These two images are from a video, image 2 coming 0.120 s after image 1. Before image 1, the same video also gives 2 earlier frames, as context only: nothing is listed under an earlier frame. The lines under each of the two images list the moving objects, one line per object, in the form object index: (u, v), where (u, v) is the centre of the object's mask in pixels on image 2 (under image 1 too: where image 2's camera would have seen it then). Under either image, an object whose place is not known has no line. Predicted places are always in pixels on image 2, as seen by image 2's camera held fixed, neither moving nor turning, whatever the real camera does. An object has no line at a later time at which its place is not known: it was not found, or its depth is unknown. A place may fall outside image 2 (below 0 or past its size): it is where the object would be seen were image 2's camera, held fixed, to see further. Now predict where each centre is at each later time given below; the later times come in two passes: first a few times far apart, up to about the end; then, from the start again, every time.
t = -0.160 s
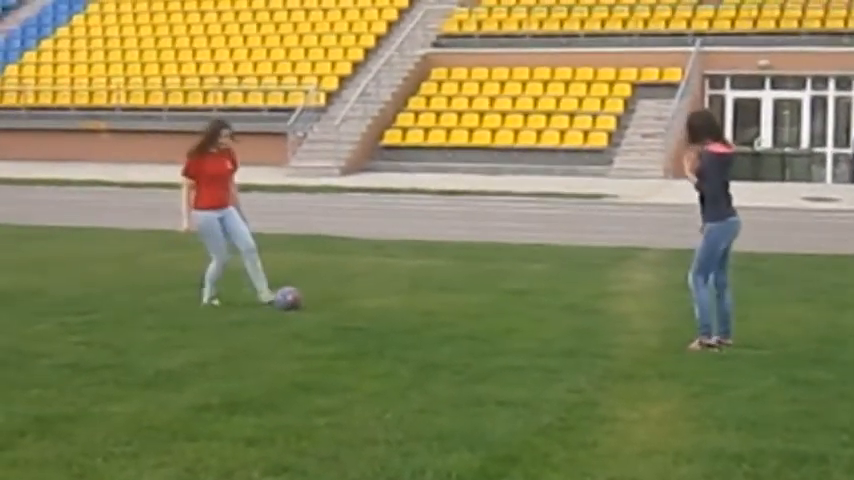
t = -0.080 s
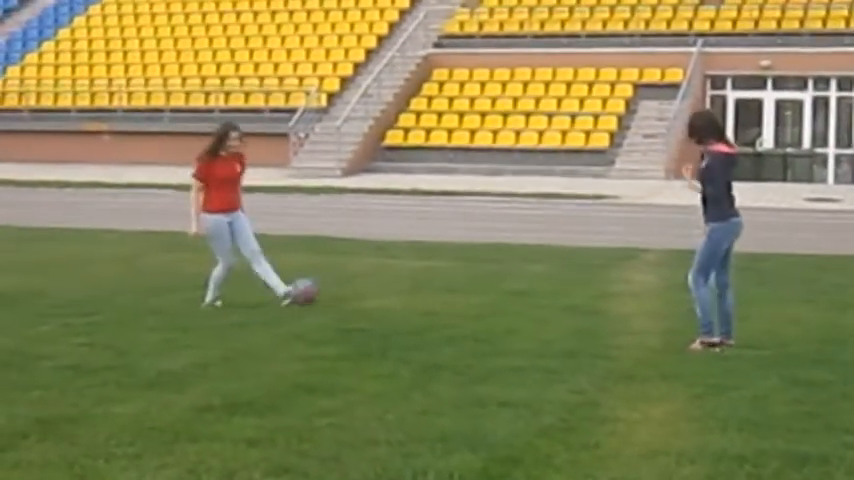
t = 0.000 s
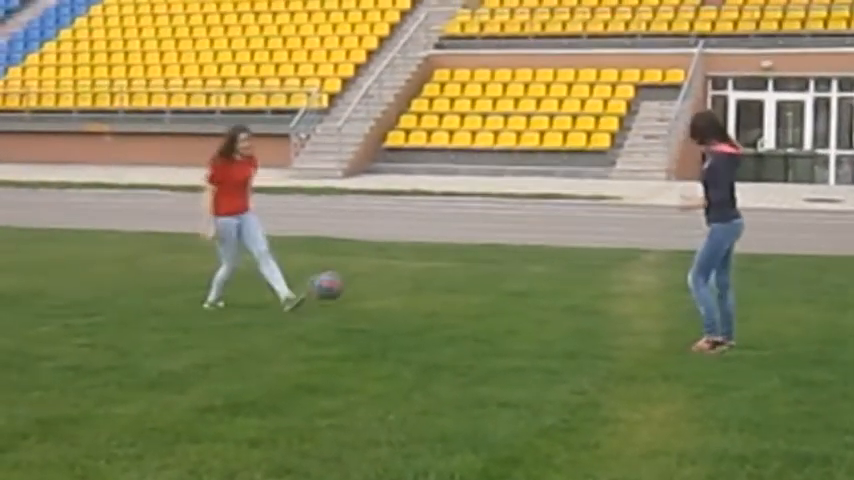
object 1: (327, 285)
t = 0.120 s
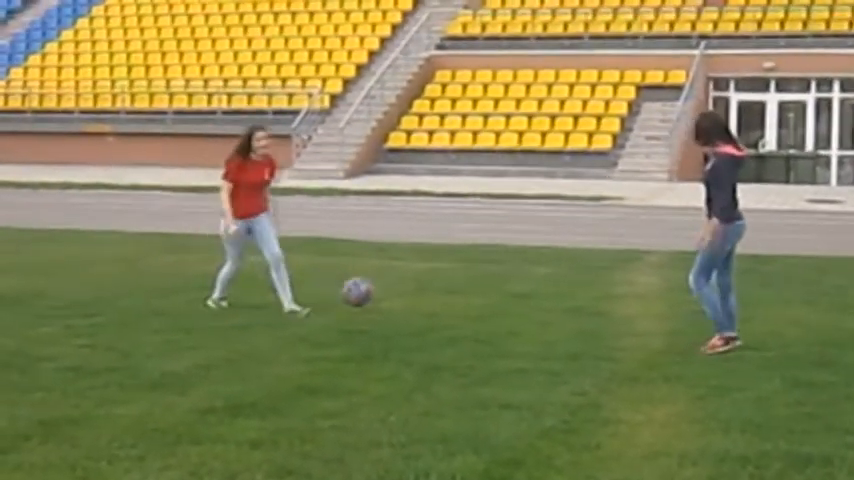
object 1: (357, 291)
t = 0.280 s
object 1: (406, 335)
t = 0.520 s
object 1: (446, 347)
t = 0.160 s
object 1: (371, 300)
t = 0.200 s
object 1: (382, 308)
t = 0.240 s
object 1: (395, 322)
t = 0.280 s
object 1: (406, 335)
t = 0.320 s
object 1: (416, 348)
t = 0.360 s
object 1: (427, 353)
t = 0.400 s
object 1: (432, 351)
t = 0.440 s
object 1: (437, 347)
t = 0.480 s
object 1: (442, 346)
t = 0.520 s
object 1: (446, 347)
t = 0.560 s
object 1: (452, 351)
